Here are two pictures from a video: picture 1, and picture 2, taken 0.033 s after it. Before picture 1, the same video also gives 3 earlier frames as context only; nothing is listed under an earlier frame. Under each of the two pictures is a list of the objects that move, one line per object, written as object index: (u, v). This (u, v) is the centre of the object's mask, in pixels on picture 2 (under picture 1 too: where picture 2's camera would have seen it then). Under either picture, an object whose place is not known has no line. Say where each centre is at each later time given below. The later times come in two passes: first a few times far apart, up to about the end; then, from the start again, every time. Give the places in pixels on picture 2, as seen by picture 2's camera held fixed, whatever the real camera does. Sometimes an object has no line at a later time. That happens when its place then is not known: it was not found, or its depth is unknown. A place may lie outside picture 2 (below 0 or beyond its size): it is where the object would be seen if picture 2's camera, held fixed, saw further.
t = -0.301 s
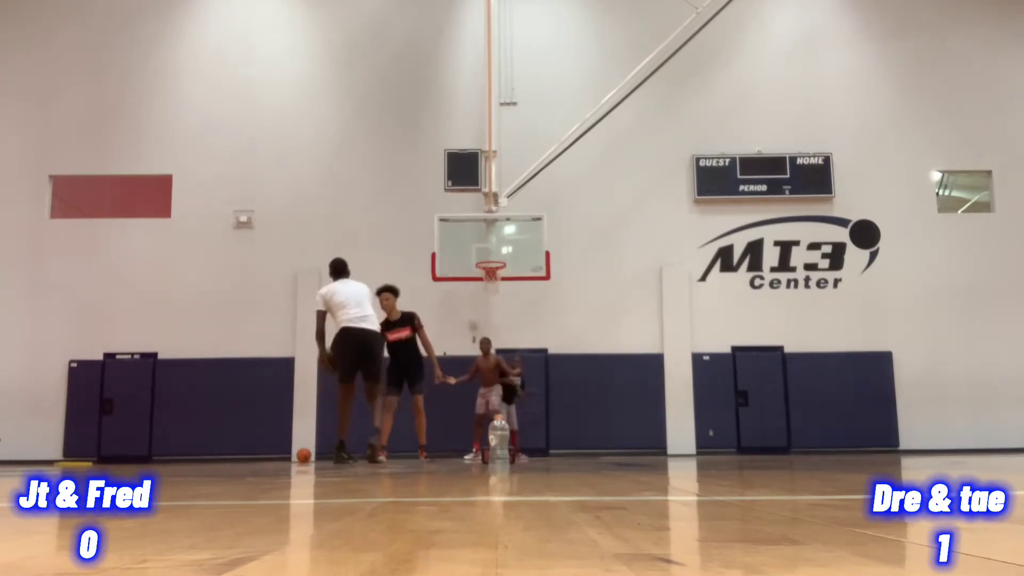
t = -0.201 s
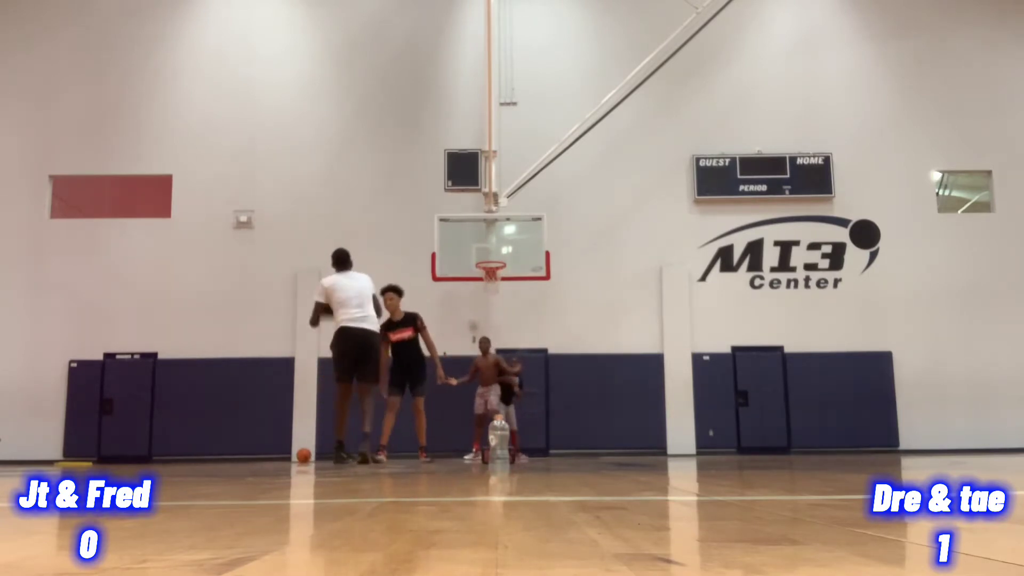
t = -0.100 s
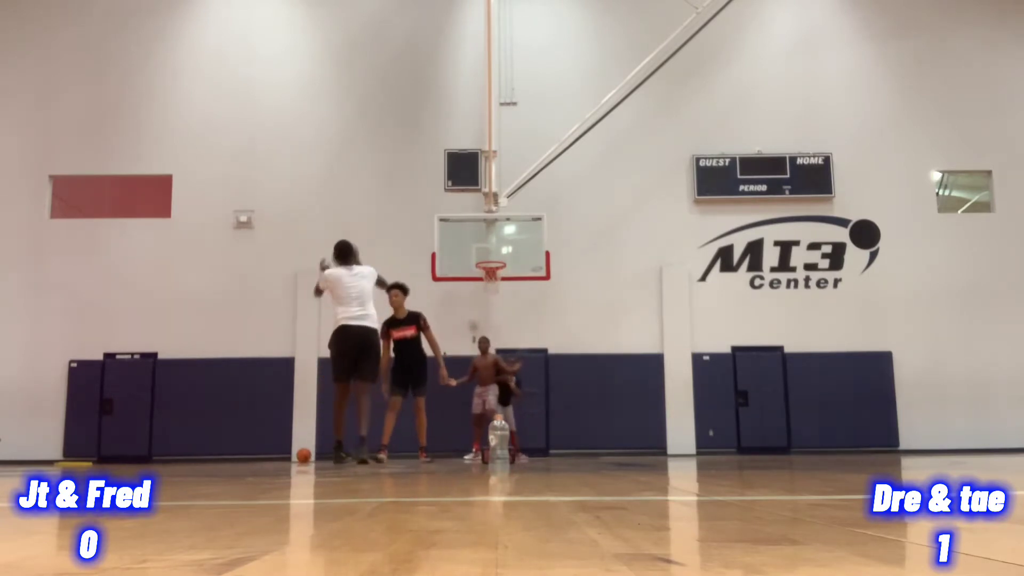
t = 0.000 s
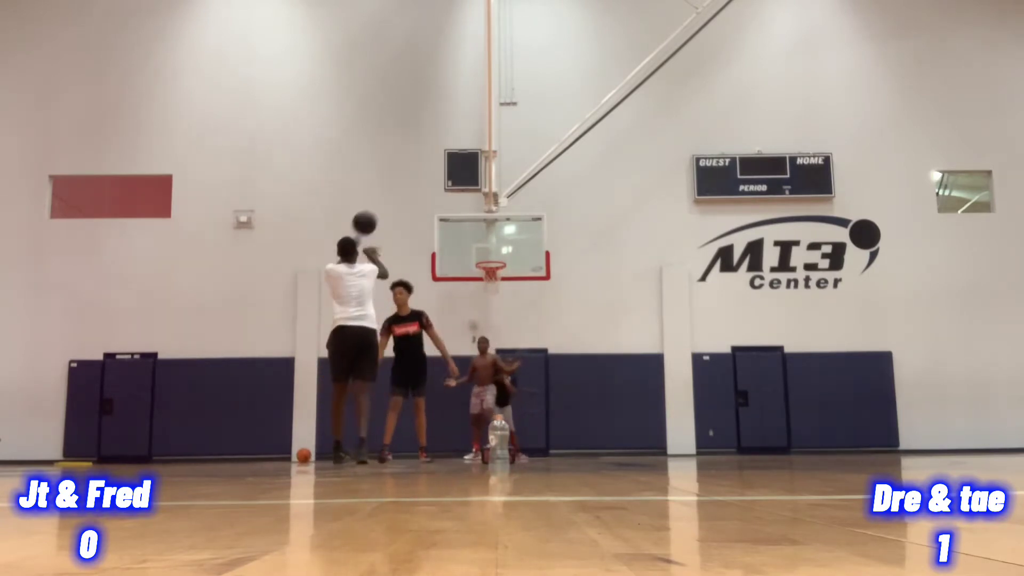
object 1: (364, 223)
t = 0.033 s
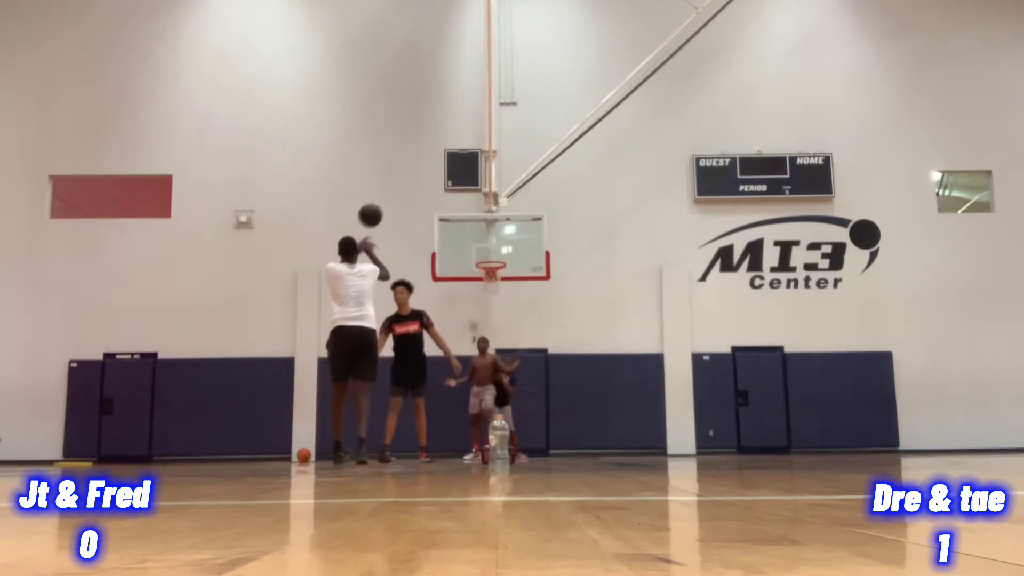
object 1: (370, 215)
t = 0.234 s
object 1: (401, 192)
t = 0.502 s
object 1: (436, 213)
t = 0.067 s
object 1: (376, 209)
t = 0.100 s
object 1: (381, 203)
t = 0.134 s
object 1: (387, 199)
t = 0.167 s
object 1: (392, 195)
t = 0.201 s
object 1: (397, 193)
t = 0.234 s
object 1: (401, 192)
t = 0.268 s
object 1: (406, 192)
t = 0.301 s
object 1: (411, 192)
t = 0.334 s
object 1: (415, 194)
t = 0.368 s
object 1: (420, 196)
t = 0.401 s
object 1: (424, 199)
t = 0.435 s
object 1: (428, 203)
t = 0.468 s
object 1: (432, 208)
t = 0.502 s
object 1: (436, 213)
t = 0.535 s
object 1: (439, 219)
